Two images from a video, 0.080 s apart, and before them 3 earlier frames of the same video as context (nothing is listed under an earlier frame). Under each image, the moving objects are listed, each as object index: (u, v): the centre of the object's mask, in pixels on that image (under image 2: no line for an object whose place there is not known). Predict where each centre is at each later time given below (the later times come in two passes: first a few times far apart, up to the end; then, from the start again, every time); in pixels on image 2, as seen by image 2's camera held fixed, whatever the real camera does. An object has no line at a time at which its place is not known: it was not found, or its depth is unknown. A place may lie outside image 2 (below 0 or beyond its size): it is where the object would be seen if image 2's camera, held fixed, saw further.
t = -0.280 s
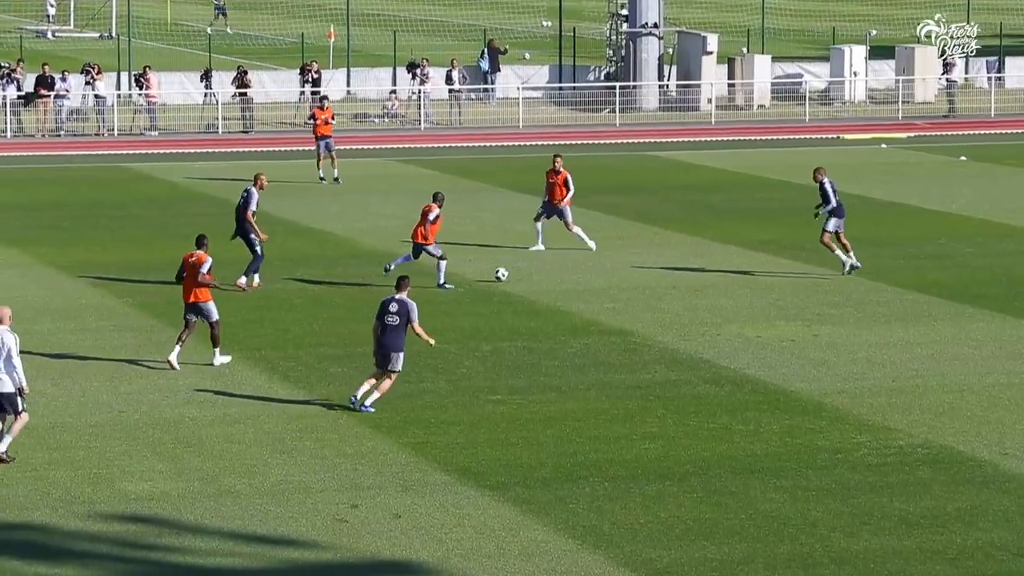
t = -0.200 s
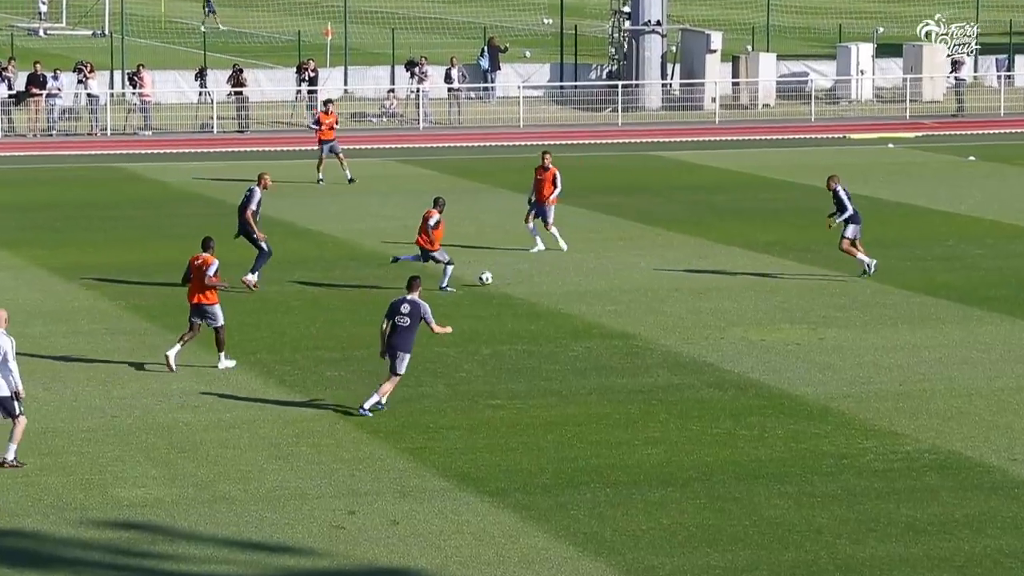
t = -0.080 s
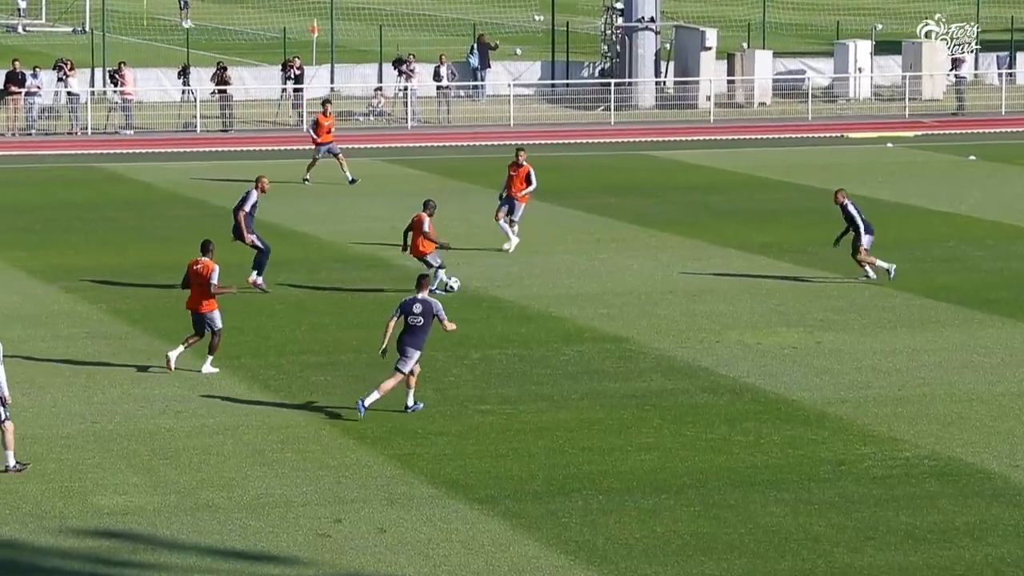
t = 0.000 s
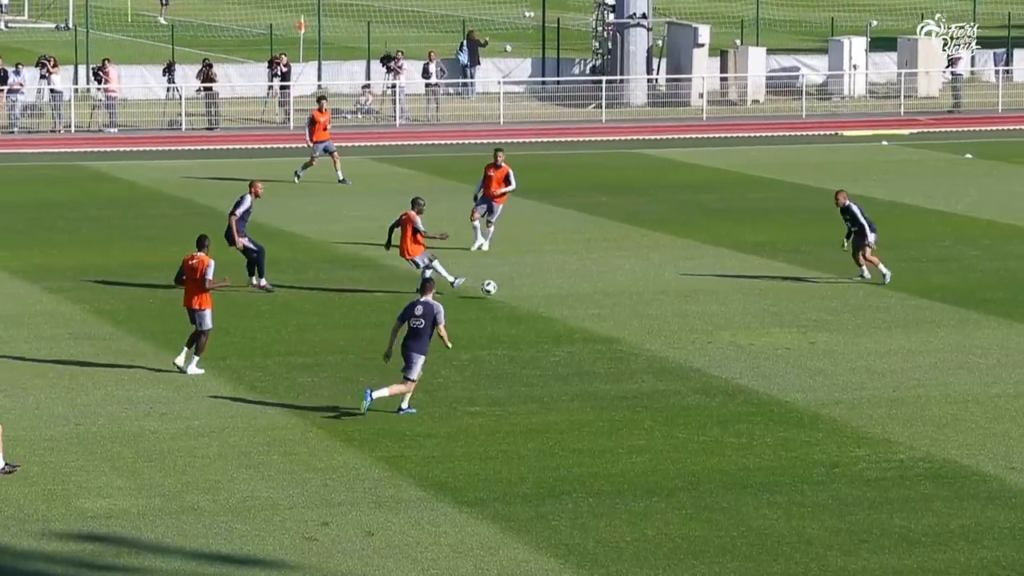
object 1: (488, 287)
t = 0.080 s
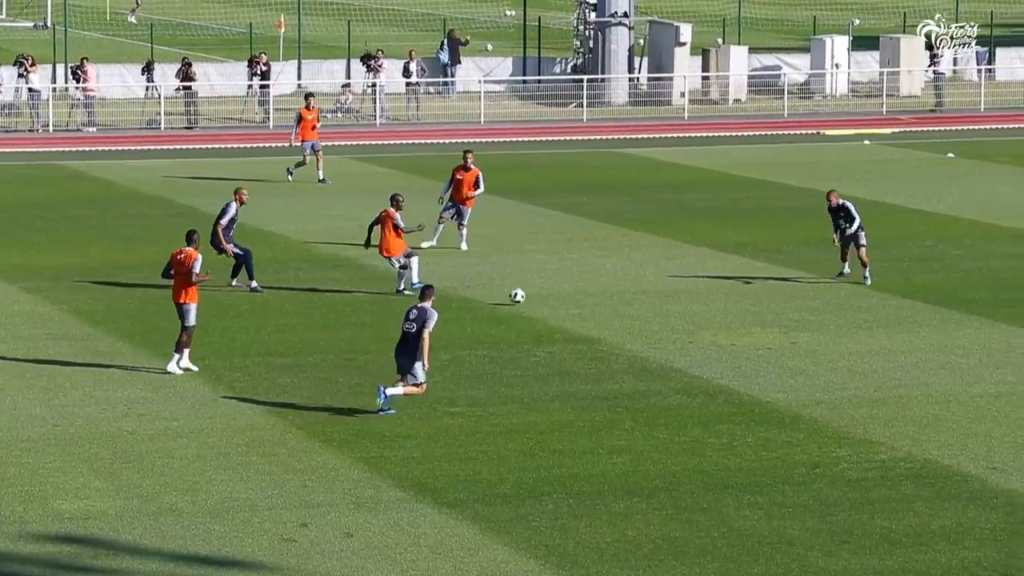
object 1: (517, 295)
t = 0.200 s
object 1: (582, 303)
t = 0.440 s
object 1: (700, 323)
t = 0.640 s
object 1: (788, 341)
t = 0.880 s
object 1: (880, 360)
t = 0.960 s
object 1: (908, 370)
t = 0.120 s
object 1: (540, 301)
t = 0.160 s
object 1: (562, 302)
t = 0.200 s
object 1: (582, 303)
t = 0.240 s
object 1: (603, 304)
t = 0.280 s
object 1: (623, 308)
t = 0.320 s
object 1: (644, 312)
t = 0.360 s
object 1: (664, 319)
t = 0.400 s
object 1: (682, 321)
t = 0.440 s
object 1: (700, 323)
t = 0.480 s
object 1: (719, 326)
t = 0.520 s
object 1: (737, 331)
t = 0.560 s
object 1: (755, 336)
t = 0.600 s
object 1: (772, 339)
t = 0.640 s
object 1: (788, 341)
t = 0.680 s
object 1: (804, 344)
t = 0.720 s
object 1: (820, 349)
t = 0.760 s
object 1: (837, 353)
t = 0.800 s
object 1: (851, 355)
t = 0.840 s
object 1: (866, 357)
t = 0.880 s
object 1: (880, 360)
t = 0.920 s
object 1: (894, 365)
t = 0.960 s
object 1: (908, 370)
